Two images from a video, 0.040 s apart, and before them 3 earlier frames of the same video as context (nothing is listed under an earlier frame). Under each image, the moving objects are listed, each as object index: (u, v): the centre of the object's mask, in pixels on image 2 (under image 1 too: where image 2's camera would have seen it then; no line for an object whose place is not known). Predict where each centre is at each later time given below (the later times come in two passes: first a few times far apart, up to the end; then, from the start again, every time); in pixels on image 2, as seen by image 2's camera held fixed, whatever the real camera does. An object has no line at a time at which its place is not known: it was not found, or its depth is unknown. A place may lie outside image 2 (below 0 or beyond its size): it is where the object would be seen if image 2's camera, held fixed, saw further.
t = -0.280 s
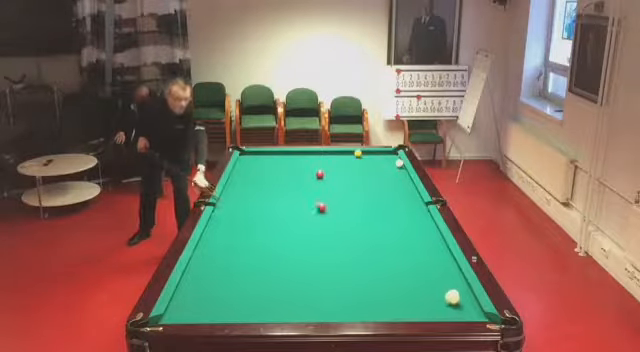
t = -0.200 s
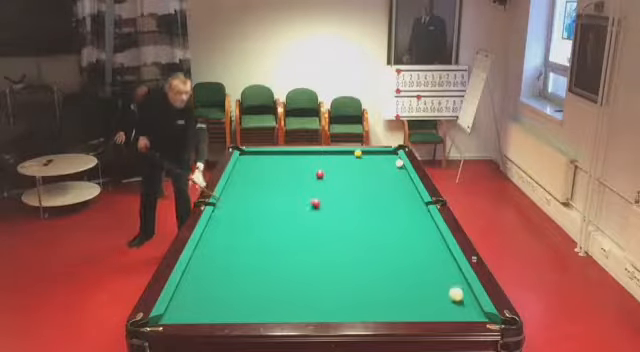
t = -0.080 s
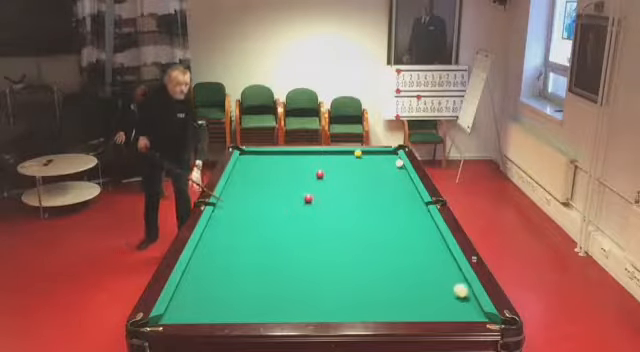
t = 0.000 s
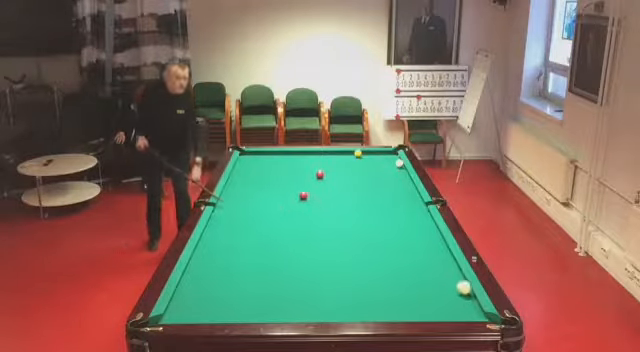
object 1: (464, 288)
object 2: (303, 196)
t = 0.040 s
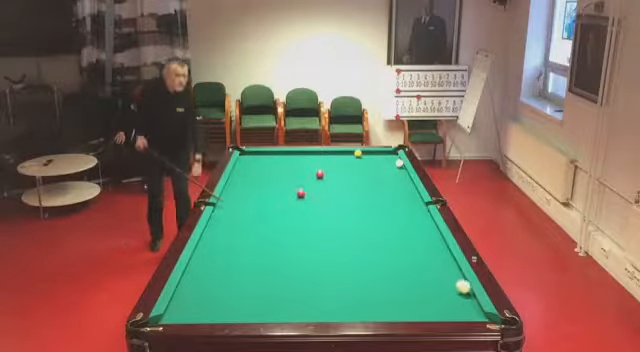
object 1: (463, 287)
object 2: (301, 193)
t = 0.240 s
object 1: (455, 282)
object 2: (290, 186)
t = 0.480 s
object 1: (445, 276)
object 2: (277, 178)
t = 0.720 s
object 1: (436, 270)
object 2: (266, 170)
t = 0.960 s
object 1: (428, 266)
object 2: (256, 164)
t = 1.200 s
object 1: (421, 262)
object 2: (247, 157)
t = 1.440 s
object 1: (414, 258)
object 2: (244, 154)
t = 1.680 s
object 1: (408, 255)
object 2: (247, 154)
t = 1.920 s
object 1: (403, 252)
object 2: (248, 156)
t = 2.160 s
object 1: (398, 249)
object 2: (249, 158)
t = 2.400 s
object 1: (394, 247)
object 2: (250, 160)
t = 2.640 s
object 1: (390, 245)
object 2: (251, 162)
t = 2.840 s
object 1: (388, 244)
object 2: (251, 163)
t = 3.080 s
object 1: (385, 242)
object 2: (252, 164)
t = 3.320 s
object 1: (383, 241)
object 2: (253, 166)
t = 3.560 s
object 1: (381, 240)
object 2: (254, 168)
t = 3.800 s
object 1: (379, 239)
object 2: (255, 168)
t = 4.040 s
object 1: (378, 238)
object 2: (256, 170)
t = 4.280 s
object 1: (377, 238)
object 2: (256, 171)
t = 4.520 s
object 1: (377, 238)
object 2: (256, 171)
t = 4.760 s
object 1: (377, 238)
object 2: (257, 173)
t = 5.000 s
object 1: (377, 238)
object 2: (257, 173)
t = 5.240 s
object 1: (377, 238)
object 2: (258, 174)
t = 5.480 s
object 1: (377, 238)
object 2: (258, 174)
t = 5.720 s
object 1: (377, 238)
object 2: (258, 174)
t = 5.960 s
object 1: (377, 238)
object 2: (258, 174)
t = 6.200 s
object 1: (377, 238)
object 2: (258, 174)
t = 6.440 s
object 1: (377, 238)
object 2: (258, 174)
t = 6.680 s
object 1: (377, 238)
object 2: (258, 174)
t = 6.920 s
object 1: (377, 238)
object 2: (258, 174)
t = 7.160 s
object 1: (377, 238)
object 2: (258, 174)
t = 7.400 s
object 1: (377, 238)
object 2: (258, 174)
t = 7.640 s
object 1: (377, 238)
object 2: (258, 174)
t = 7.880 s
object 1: (377, 238)
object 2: (258, 174)
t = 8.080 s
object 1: (377, 238)
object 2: (258, 174)
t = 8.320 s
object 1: (377, 238)
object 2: (258, 174)
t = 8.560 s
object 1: (377, 238)
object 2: (258, 174)
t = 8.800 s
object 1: (377, 238)
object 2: (258, 174)
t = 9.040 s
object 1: (377, 238)
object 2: (258, 174)
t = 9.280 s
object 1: (377, 238)
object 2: (258, 174)
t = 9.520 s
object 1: (377, 238)
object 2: (258, 174)
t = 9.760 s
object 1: (377, 238)
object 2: (258, 174)
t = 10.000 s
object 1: (377, 238)
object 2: (258, 174)
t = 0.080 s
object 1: (461, 286)
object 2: (298, 192)
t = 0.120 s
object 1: (460, 285)
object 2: (297, 190)
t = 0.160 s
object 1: (458, 284)
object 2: (294, 189)
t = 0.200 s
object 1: (456, 283)
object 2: (292, 188)
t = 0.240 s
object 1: (455, 282)
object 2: (290, 186)
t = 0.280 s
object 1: (453, 281)
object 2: (287, 185)
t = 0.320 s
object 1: (452, 280)
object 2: (285, 183)
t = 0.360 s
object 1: (449, 279)
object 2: (283, 182)
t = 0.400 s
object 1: (448, 278)
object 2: (281, 181)
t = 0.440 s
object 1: (446, 277)
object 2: (279, 179)
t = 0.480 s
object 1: (445, 276)
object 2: (277, 178)
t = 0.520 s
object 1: (443, 275)
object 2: (275, 177)
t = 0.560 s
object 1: (441, 274)
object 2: (273, 175)
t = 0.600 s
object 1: (440, 273)
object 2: (271, 174)
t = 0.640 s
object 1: (438, 273)
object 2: (270, 173)
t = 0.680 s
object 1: (437, 272)
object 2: (268, 172)
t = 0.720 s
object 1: (436, 270)
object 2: (266, 170)
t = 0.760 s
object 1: (434, 270)
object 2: (264, 169)
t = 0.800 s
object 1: (433, 269)
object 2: (263, 168)
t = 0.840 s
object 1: (431, 268)
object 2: (261, 167)
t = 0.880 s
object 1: (430, 267)
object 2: (259, 166)
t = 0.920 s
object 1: (429, 267)
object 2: (258, 165)
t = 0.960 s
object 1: (428, 266)
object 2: (256, 164)
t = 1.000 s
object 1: (426, 265)
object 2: (254, 163)
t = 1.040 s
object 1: (425, 264)
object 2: (252, 163)
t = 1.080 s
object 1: (424, 264)
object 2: (251, 162)
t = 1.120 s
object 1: (423, 263)
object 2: (250, 160)
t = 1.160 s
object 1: (422, 263)
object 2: (249, 159)
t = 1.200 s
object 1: (421, 262)
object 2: (247, 157)
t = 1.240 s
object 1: (420, 262)
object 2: (245, 156)
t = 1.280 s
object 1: (418, 261)
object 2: (244, 155)
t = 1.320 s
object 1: (417, 260)
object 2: (243, 155)
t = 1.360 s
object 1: (416, 259)
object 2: (243, 154)
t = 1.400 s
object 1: (415, 259)
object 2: (243, 154)
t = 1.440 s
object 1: (414, 258)
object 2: (244, 154)
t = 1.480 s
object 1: (414, 258)
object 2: (246, 153)
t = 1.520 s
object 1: (413, 257)
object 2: (246, 153)
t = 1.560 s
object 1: (412, 257)
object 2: (246, 153)
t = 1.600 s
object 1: (410, 256)
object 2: (246, 154)
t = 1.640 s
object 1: (410, 256)
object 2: (246, 154)
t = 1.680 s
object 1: (408, 255)
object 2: (247, 154)
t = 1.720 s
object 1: (407, 254)
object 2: (248, 154)
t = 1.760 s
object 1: (406, 254)
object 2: (248, 154)
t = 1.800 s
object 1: (406, 254)
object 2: (248, 154)
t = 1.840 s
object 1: (405, 253)
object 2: (248, 155)
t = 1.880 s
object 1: (404, 252)
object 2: (248, 155)
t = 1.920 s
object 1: (403, 252)
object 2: (248, 156)
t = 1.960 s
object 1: (402, 252)
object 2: (248, 156)
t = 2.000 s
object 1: (401, 251)
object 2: (248, 156)
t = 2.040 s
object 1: (401, 250)
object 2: (248, 156)
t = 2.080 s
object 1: (400, 250)
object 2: (248, 156)
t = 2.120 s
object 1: (399, 250)
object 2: (248, 156)
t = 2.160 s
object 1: (398, 249)
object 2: (249, 158)
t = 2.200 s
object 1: (398, 249)
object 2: (249, 158)
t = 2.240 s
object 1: (397, 248)
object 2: (250, 159)
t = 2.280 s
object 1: (397, 248)
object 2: (250, 160)
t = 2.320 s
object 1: (395, 248)
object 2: (250, 160)
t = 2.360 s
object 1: (394, 247)
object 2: (250, 160)
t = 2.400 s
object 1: (394, 247)
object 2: (250, 160)
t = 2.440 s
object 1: (393, 247)
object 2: (250, 160)
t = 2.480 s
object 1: (393, 246)
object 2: (250, 160)
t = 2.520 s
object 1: (392, 246)
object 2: (250, 160)
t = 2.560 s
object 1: (391, 246)
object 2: (250, 160)
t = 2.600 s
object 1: (391, 246)
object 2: (250, 161)
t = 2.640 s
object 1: (390, 245)
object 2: (251, 162)
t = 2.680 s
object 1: (390, 245)
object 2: (251, 162)
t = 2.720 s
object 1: (389, 244)
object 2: (251, 162)
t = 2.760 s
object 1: (389, 244)
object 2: (251, 162)
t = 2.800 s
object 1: (388, 244)
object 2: (251, 163)
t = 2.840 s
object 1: (388, 244)
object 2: (251, 163)
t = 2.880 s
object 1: (387, 243)
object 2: (251, 163)
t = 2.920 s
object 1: (387, 243)
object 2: (252, 163)
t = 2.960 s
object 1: (386, 242)
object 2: (252, 163)
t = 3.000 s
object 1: (386, 242)
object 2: (252, 164)
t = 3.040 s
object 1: (385, 242)
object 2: (252, 164)
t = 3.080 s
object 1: (385, 242)
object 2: (252, 164)
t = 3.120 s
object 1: (384, 241)
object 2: (252, 164)
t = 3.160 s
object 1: (384, 241)
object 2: (252, 164)
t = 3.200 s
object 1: (384, 241)
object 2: (252, 164)
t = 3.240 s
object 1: (383, 241)
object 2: (252, 164)
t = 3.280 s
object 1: (383, 241)
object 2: (253, 166)
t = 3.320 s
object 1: (383, 241)
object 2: (253, 166)
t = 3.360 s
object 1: (382, 240)
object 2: (253, 166)
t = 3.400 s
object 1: (381, 240)
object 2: (254, 167)
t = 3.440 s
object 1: (381, 240)
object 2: (254, 167)
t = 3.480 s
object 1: (381, 240)
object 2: (254, 167)
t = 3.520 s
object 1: (381, 240)
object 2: (254, 168)
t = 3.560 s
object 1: (381, 240)
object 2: (254, 168)
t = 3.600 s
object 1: (380, 239)
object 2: (255, 168)
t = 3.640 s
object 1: (380, 239)
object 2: (255, 168)
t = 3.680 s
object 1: (380, 239)
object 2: (255, 168)
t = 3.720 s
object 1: (380, 239)
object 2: (255, 168)
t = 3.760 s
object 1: (379, 239)
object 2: (254, 168)
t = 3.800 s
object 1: (379, 239)
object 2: (255, 168)
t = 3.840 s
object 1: (379, 239)
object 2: (255, 169)
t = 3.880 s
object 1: (379, 239)
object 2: (255, 169)
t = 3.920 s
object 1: (378, 238)
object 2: (256, 169)
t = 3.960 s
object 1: (378, 238)
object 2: (256, 169)
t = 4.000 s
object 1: (378, 238)
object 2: (256, 169)
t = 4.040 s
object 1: (378, 238)
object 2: (256, 170)
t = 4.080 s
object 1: (377, 238)
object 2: (256, 170)
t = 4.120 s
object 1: (377, 238)
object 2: (256, 171)
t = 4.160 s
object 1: (377, 238)
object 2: (256, 171)
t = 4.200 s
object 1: (377, 238)
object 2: (256, 171)
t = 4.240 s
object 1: (377, 238)
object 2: (256, 171)
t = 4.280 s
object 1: (377, 238)
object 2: (256, 171)
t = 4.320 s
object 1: (377, 238)
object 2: (256, 171)
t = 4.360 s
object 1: (377, 238)
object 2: (256, 171)
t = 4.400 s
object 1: (377, 238)
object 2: (256, 171)
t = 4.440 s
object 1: (377, 238)
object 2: (256, 171)
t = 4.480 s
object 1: (377, 238)
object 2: (256, 171)
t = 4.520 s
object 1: (377, 238)
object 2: (256, 171)
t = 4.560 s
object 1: (377, 238)
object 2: (257, 172)
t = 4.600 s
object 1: (377, 238)
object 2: (257, 172)
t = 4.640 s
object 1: (377, 238)
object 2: (257, 172)
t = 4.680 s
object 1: (377, 238)
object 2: (257, 173)
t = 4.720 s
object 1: (377, 238)
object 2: (257, 173)
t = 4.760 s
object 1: (377, 238)
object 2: (257, 173)
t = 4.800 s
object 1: (377, 238)
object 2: (257, 173)
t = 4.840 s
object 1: (377, 238)
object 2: (257, 173)
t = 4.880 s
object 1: (377, 238)
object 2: (257, 173)
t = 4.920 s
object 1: (377, 238)
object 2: (257, 173)
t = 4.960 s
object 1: (377, 238)
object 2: (257, 173)
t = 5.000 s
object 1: (377, 238)
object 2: (257, 173)
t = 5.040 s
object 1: (377, 238)
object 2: (257, 173)
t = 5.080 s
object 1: (377, 238)
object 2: (257, 173)
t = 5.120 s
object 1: (377, 238)
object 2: (257, 173)
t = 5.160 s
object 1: (377, 238)
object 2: (257, 173)
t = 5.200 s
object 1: (377, 238)
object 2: (258, 174)
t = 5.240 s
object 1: (377, 238)
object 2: (258, 174)
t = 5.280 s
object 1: (377, 238)
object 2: (258, 174)
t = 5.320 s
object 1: (377, 238)
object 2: (258, 174)
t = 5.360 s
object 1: (377, 238)
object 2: (258, 174)
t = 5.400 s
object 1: (377, 238)
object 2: (258, 174)
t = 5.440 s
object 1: (377, 238)
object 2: (258, 174)
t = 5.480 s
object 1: (377, 238)
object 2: (258, 174)
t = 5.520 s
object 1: (377, 238)
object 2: (258, 174)
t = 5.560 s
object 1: (377, 238)
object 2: (258, 174)
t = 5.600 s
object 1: (377, 238)
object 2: (258, 174)
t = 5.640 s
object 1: (377, 238)
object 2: (258, 174)
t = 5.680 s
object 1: (377, 238)
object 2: (258, 174)
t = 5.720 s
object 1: (377, 238)
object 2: (258, 174)
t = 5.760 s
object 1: (377, 238)
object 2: (258, 174)
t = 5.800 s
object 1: (377, 238)
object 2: (258, 174)
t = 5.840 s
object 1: (377, 238)
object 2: (258, 174)
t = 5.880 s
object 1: (377, 238)
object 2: (258, 174)
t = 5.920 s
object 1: (377, 238)
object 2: (258, 174)
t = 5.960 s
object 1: (377, 238)
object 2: (258, 174)
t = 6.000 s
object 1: (377, 238)
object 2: (258, 174)
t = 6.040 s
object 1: (377, 238)
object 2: (258, 174)
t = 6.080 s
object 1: (377, 238)
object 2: (258, 174)
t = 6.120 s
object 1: (377, 238)
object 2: (258, 174)
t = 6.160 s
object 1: (377, 238)
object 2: (258, 174)
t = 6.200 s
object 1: (377, 238)
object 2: (258, 174)
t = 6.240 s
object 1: (377, 238)
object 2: (258, 174)
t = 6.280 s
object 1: (377, 238)
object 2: (258, 174)
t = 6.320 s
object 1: (377, 238)
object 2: (258, 174)
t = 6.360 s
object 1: (377, 238)
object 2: (258, 174)
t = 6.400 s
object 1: (377, 238)
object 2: (258, 174)
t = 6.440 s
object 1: (377, 238)
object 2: (258, 174)
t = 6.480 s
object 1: (377, 238)
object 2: (258, 174)
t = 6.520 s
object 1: (377, 238)
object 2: (258, 174)
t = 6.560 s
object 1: (377, 238)
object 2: (258, 174)
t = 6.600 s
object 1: (377, 238)
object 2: (258, 174)
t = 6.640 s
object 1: (377, 238)
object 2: (258, 174)
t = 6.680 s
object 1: (377, 238)
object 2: (258, 174)
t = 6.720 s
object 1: (377, 238)
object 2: (258, 174)
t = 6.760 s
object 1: (377, 238)
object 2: (258, 174)
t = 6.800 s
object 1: (377, 238)
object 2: (258, 174)
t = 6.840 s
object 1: (377, 238)
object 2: (258, 174)
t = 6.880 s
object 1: (377, 238)
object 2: (258, 174)
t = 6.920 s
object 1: (377, 238)
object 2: (258, 174)
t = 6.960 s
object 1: (377, 238)
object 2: (258, 174)
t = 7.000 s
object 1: (377, 238)
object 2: (258, 174)
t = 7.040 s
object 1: (377, 238)
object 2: (258, 174)
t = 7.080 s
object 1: (377, 238)
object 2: (258, 174)
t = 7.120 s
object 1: (377, 238)
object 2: (258, 174)
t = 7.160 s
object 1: (377, 238)
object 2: (258, 174)
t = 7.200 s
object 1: (377, 238)
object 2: (258, 174)
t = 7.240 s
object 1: (377, 238)
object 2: (258, 174)
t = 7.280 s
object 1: (377, 238)
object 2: (258, 174)
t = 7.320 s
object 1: (377, 238)
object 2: (258, 174)
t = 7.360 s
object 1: (377, 238)
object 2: (258, 174)
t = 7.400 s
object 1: (377, 238)
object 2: (258, 174)
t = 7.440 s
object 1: (377, 238)
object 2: (258, 174)
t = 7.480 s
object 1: (377, 238)
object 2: (258, 174)
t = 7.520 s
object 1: (377, 238)
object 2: (258, 174)
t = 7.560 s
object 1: (377, 238)
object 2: (258, 174)
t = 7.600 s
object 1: (377, 238)
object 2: (258, 174)
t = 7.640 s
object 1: (377, 238)
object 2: (258, 174)
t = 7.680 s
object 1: (377, 238)
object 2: (258, 174)
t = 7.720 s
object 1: (377, 238)
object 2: (258, 174)
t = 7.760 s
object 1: (377, 238)
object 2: (258, 174)
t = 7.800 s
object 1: (377, 238)
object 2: (258, 174)
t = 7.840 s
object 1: (377, 238)
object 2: (258, 174)
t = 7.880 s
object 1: (377, 238)
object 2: (258, 174)
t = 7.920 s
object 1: (377, 238)
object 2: (258, 174)
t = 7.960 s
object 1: (377, 238)
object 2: (258, 174)
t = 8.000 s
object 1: (377, 238)
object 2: (258, 174)
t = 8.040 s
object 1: (377, 238)
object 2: (258, 174)
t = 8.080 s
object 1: (377, 238)
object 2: (258, 174)
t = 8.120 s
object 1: (377, 238)
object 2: (258, 174)
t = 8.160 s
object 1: (377, 238)
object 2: (258, 174)
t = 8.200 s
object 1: (377, 238)
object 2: (258, 174)
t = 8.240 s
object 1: (377, 238)
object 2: (258, 174)
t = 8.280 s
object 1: (377, 238)
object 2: (258, 174)
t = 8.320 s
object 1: (377, 238)
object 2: (258, 174)
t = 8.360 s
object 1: (377, 238)
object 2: (258, 174)
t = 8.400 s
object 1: (377, 238)
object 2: (258, 174)
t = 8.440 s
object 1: (377, 238)
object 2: (258, 174)
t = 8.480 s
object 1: (377, 238)
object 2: (258, 174)
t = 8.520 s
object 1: (377, 238)
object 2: (258, 174)
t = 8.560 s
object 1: (377, 238)
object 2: (258, 174)
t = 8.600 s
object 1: (377, 238)
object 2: (258, 174)
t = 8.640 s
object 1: (377, 238)
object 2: (258, 174)
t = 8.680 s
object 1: (377, 238)
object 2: (258, 174)
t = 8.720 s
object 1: (377, 238)
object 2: (258, 174)
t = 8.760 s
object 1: (377, 238)
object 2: (258, 174)
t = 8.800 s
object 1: (377, 238)
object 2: (258, 174)
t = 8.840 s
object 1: (377, 238)
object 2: (258, 174)
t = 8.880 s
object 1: (377, 238)
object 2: (258, 174)
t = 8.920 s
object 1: (377, 238)
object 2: (258, 174)
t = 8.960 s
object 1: (377, 238)
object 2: (258, 174)
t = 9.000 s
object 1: (377, 238)
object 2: (258, 174)
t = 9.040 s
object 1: (377, 238)
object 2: (258, 174)
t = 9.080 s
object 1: (377, 238)
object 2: (258, 174)
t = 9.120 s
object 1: (377, 238)
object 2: (258, 174)
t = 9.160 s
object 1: (377, 238)
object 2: (258, 174)
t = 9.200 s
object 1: (377, 238)
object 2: (258, 174)
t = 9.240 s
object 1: (377, 238)
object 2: (258, 174)
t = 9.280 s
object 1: (377, 238)
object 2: (258, 174)
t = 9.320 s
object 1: (377, 238)
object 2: (258, 174)
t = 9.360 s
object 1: (377, 238)
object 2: (258, 174)
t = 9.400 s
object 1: (377, 238)
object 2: (258, 174)
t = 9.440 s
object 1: (377, 238)
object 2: (258, 174)
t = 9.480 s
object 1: (377, 238)
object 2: (258, 174)
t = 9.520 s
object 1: (377, 238)
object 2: (258, 174)
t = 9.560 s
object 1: (377, 238)
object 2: (258, 174)
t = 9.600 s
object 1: (377, 238)
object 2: (258, 174)
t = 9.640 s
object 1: (377, 238)
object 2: (258, 174)
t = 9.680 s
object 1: (377, 238)
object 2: (258, 174)
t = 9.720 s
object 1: (377, 238)
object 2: (258, 174)
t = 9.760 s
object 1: (377, 238)
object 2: (258, 174)
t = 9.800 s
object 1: (377, 238)
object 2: (258, 174)
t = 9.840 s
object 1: (377, 238)
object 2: (258, 174)
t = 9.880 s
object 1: (377, 238)
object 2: (258, 174)
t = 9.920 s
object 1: (377, 238)
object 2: (258, 174)
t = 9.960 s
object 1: (377, 238)
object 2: (258, 174)
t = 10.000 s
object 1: (377, 238)
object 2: (258, 174)
